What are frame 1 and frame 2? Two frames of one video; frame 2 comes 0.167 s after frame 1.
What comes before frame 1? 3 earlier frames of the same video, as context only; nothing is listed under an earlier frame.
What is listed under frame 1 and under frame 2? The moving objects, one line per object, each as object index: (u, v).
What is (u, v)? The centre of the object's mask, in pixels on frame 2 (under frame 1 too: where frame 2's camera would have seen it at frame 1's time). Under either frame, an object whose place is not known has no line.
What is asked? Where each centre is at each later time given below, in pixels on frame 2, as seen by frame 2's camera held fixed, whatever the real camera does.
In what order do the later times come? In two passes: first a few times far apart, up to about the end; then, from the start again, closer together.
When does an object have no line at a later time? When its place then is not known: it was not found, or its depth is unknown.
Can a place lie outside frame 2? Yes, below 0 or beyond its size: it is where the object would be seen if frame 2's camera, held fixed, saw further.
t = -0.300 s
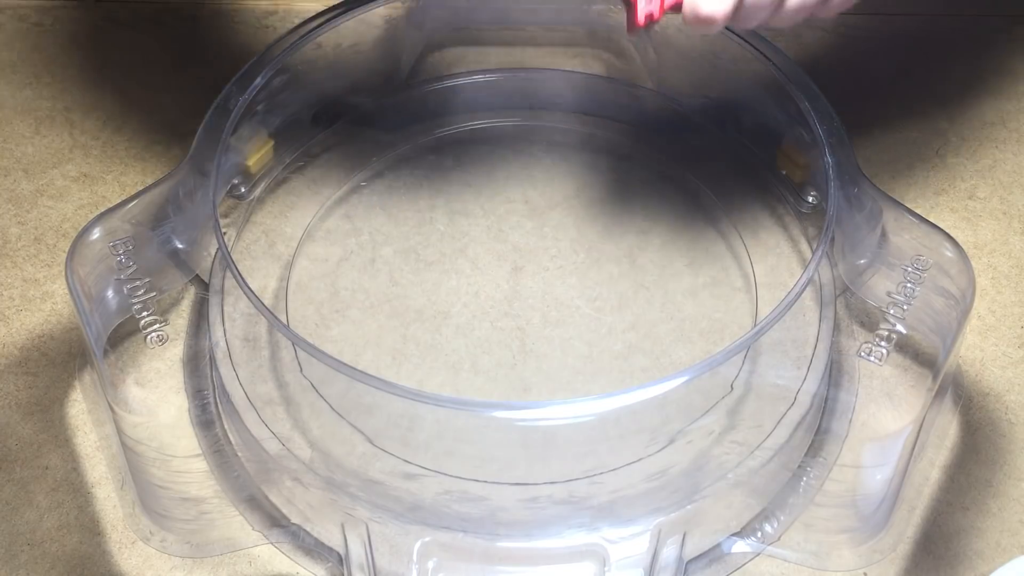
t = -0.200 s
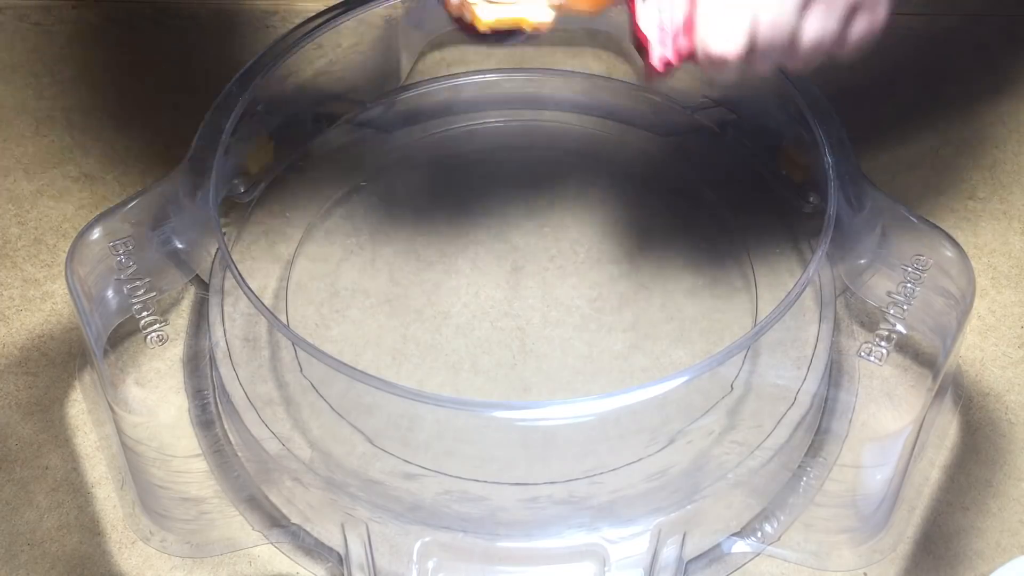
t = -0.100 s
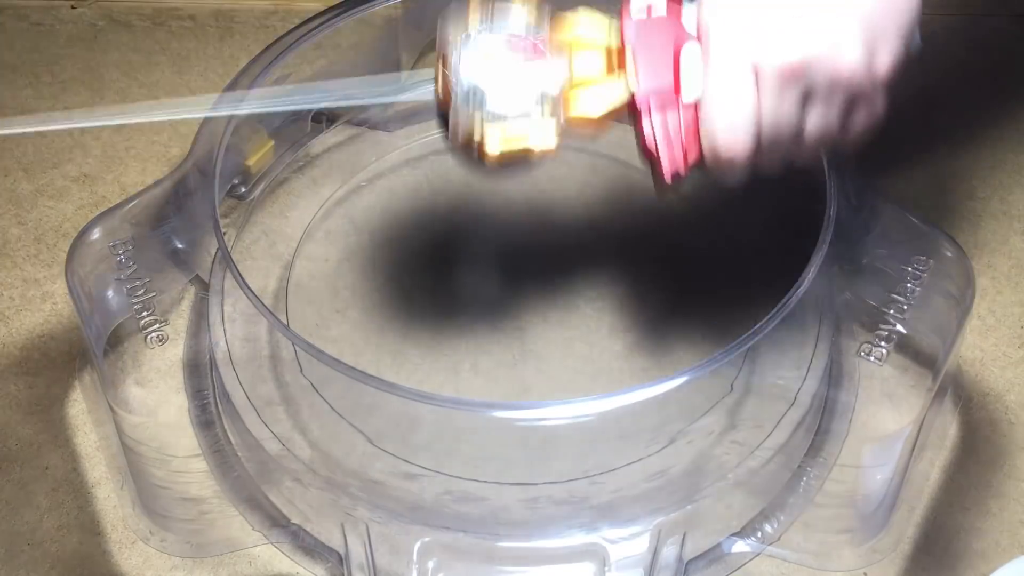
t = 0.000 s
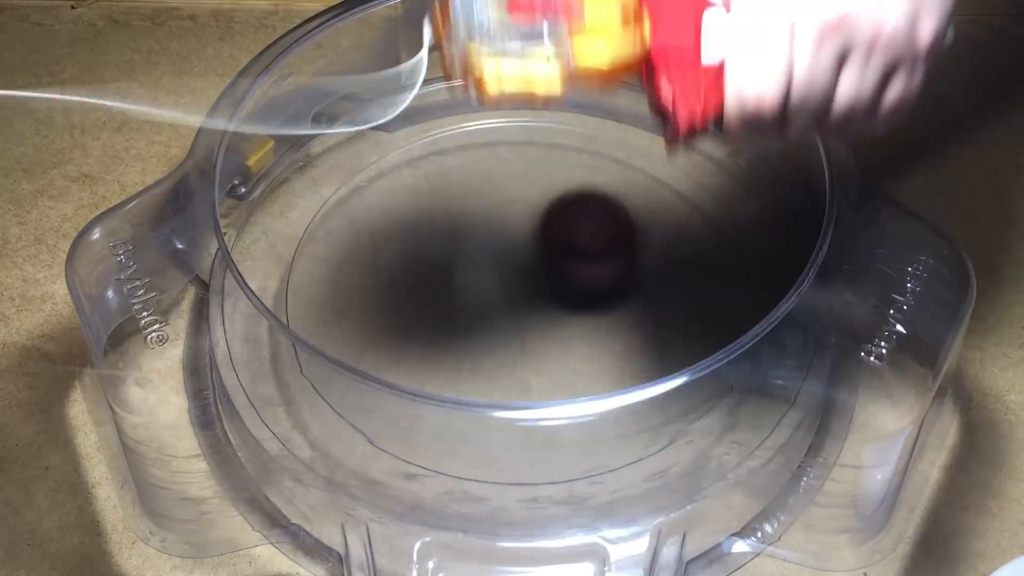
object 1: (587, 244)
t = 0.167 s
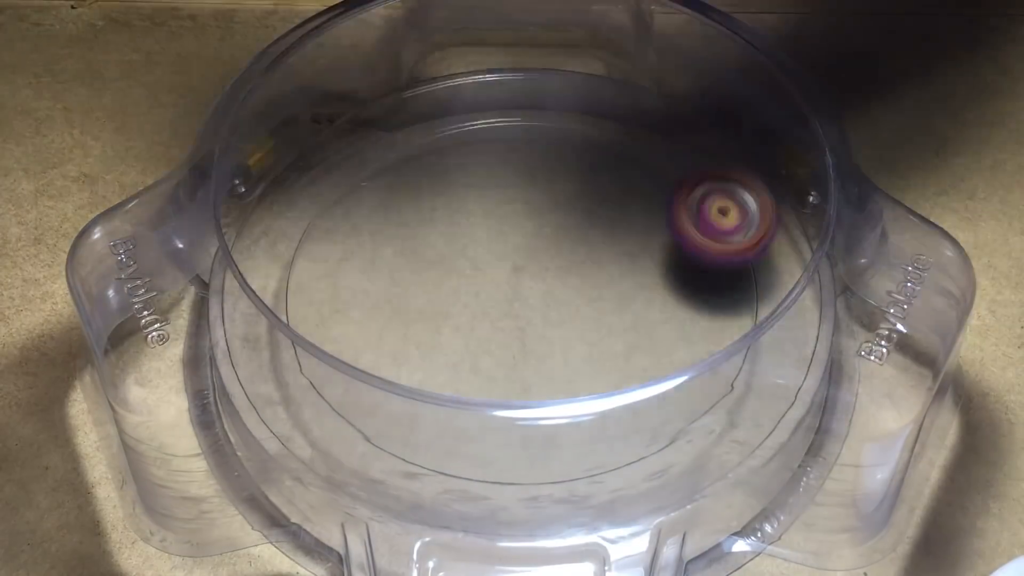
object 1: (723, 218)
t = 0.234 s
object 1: (738, 221)
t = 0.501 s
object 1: (527, 265)
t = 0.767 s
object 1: (447, 267)
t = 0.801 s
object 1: (458, 271)
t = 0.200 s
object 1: (731, 209)
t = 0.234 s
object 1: (738, 221)
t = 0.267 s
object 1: (726, 225)
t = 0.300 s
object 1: (705, 239)
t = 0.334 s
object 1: (678, 247)
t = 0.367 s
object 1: (649, 255)
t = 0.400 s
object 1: (618, 261)
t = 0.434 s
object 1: (585, 265)
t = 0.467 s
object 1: (555, 266)
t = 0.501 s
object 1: (527, 265)
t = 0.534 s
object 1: (501, 265)
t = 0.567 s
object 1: (480, 264)
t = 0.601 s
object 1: (463, 262)
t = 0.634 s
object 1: (450, 262)
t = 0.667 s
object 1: (442, 262)
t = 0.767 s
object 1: (447, 267)
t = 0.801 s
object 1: (458, 271)
